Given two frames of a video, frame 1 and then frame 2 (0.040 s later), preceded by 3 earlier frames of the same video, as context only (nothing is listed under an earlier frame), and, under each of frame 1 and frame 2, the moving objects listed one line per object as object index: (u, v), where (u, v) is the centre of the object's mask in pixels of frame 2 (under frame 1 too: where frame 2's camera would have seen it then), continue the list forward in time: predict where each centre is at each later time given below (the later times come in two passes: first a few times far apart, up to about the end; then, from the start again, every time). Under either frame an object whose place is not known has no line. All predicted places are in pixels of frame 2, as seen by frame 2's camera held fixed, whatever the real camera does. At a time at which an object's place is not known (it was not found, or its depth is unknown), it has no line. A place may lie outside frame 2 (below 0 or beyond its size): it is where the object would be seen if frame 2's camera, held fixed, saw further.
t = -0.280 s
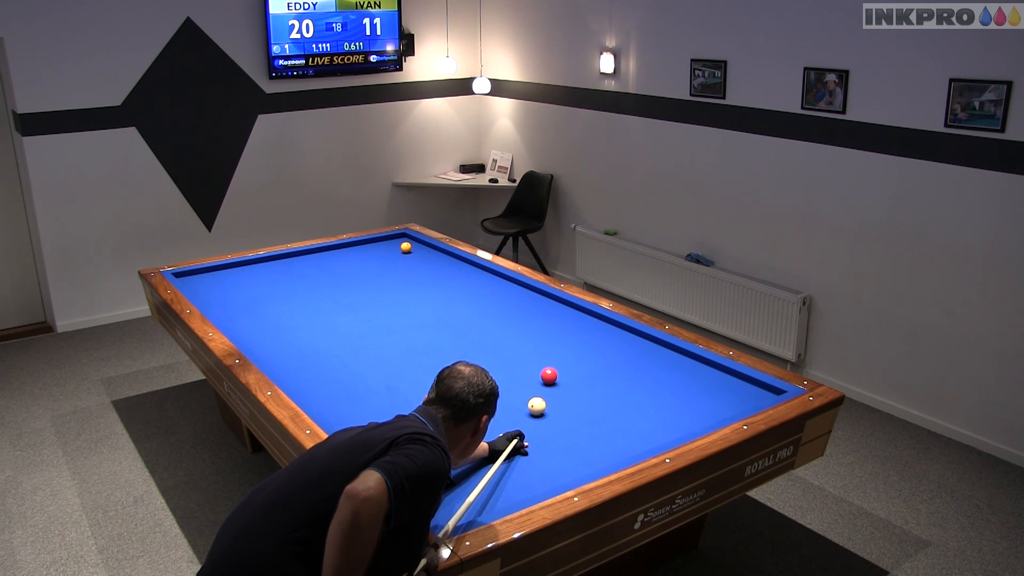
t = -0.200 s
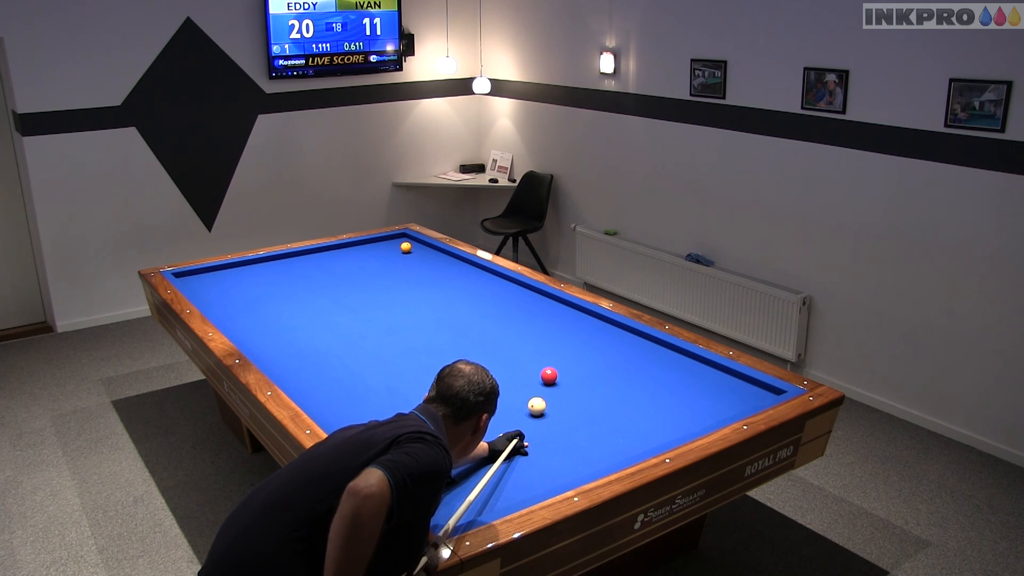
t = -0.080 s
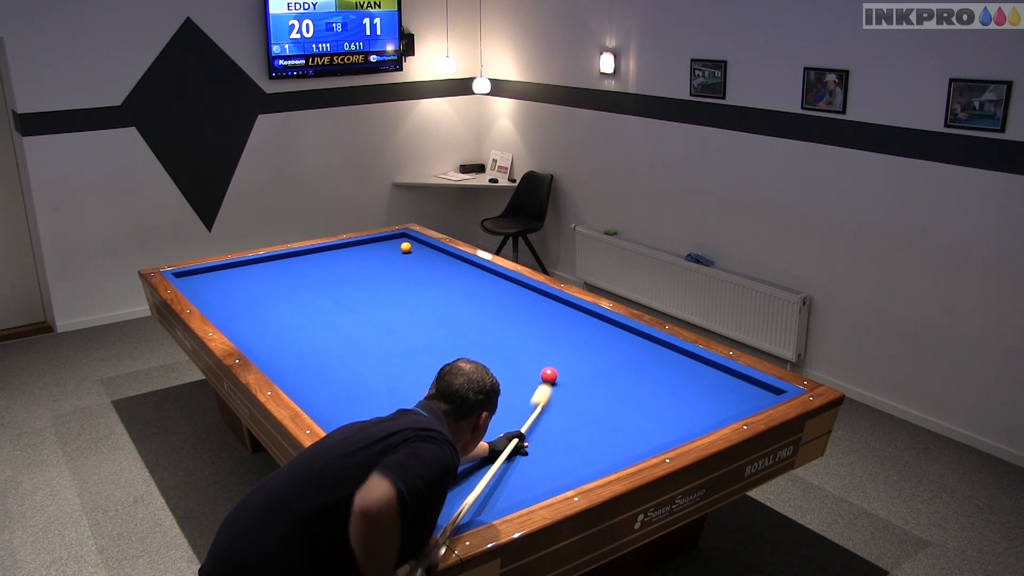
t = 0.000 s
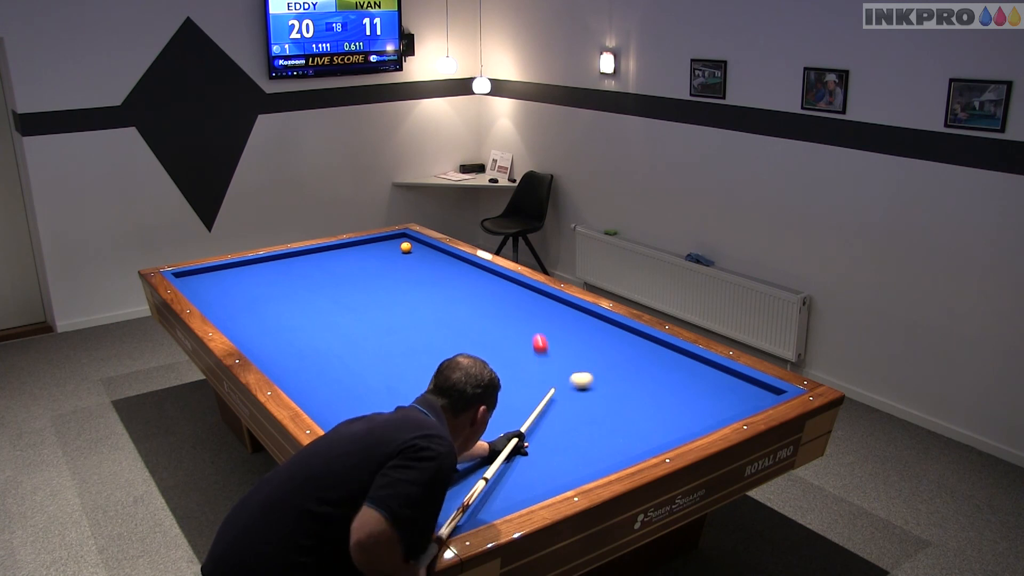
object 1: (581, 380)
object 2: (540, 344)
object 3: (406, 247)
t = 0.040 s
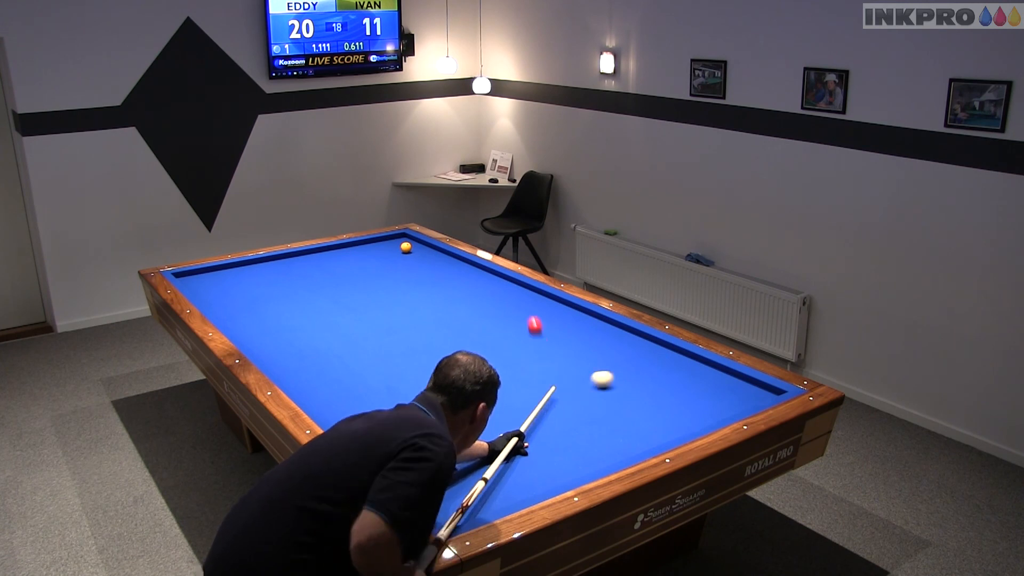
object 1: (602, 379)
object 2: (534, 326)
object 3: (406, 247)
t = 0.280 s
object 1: (710, 374)
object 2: (429, 274)
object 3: (406, 247)
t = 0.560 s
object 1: (738, 403)
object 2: (275, 257)
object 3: (406, 247)
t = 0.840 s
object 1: (651, 403)
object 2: (218, 304)
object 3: (406, 247)
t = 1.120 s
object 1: (572, 403)
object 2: (315, 321)
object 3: (406, 247)
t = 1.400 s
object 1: (494, 404)
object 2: (419, 337)
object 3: (406, 247)
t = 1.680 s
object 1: (416, 404)
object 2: (534, 355)
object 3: (406, 247)
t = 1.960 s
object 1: (342, 402)
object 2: (662, 374)
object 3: (406, 247)
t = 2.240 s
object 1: (328, 385)
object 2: (767, 392)
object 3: (406, 247)
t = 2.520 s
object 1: (337, 363)
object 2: (711, 380)
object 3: (406, 247)
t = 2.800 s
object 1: (346, 343)
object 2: (677, 369)
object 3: (406, 247)
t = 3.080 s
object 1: (354, 326)
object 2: (644, 360)
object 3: (406, 247)
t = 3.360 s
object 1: (361, 311)
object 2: (615, 351)
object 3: (406, 247)
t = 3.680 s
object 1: (367, 295)
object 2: (583, 341)
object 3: (406, 247)
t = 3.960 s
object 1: (373, 283)
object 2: (557, 333)
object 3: (406, 247)
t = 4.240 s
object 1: (378, 273)
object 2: (533, 326)
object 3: (406, 247)
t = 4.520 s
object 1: (382, 263)
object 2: (511, 319)
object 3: (406, 247)
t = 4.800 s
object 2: (490, 313)
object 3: (406, 247)
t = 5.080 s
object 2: (471, 307)
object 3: (406, 247)
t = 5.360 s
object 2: (453, 301)
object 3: (406, 247)
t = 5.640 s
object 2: (436, 296)
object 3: (406, 247)
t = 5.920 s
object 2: (420, 291)
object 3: (406, 247)
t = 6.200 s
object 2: (406, 286)
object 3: (406, 247)
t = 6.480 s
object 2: (392, 282)
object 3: (409, 249)
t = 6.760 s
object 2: (379, 279)
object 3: (412, 251)
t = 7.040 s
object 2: (366, 275)
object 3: (415, 252)
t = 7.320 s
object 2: (355, 271)
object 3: (418, 254)
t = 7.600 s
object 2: (344, 268)
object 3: (420, 256)
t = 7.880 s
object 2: (334, 265)
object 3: (423, 257)
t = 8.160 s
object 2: (325, 262)
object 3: (426, 258)
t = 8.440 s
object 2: (316, 259)
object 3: (428, 260)
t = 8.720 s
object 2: (307, 257)
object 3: (430, 261)
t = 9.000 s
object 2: (300, 255)
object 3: (431, 262)
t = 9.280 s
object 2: (295, 254)
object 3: (433, 262)
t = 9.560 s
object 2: (296, 256)
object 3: (434, 263)
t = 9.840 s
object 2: (296, 257)
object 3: (435, 264)
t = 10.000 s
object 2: (297, 258)
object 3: (435, 264)
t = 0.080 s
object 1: (622, 378)
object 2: (530, 309)
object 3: (406, 247)
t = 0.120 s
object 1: (641, 377)
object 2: (526, 294)
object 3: (406, 247)
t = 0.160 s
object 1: (660, 375)
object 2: (515, 283)
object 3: (406, 247)
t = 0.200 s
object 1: (677, 375)
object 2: (486, 280)
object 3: (406, 247)
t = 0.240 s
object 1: (694, 374)
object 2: (457, 276)
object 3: (406, 247)
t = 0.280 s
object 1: (710, 374)
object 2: (429, 274)
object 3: (406, 247)
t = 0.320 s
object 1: (725, 373)
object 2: (404, 270)
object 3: (406, 247)
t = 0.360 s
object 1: (734, 376)
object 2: (379, 268)
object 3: (406, 247)
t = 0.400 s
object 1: (736, 383)
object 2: (355, 265)
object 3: (406, 247)
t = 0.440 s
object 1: (739, 389)
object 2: (333, 263)
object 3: (406, 247)
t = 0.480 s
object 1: (743, 396)
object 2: (312, 260)
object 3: (406, 247)
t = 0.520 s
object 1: (746, 401)
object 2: (291, 257)
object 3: (406, 247)
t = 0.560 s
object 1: (738, 403)
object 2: (275, 257)
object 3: (406, 247)
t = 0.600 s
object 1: (724, 403)
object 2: (268, 263)
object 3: (406, 247)
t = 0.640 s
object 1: (710, 403)
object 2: (261, 270)
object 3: (406, 247)
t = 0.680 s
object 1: (698, 403)
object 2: (253, 276)
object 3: (406, 247)
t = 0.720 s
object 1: (685, 402)
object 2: (245, 283)
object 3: (406, 247)
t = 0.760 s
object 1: (674, 402)
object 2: (236, 290)
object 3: (406, 247)
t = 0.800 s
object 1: (663, 402)
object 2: (227, 297)
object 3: (406, 247)
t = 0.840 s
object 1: (651, 403)
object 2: (218, 304)
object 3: (406, 247)
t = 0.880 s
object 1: (640, 403)
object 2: (219, 309)
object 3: (406, 247)
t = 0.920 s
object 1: (629, 403)
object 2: (236, 311)
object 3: (406, 247)
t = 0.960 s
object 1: (617, 403)
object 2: (252, 313)
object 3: (406, 247)
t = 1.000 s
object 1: (606, 403)
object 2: (268, 315)
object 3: (406, 247)
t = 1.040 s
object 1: (595, 403)
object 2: (284, 317)
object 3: (406, 247)
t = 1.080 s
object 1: (583, 403)
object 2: (299, 319)
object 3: (406, 247)
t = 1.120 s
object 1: (572, 403)
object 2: (315, 321)
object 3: (406, 247)
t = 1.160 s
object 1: (561, 403)
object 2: (324, 322)
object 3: (406, 247)
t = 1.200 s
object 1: (550, 403)
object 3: (406, 247)
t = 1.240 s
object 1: (538, 403)
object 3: (406, 247)
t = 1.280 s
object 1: (527, 403)
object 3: (406, 247)
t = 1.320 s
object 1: (516, 404)
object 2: (389, 332)
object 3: (406, 247)
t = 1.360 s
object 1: (505, 403)
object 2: (404, 335)
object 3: (406, 247)
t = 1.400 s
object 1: (494, 404)
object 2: (419, 337)
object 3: (406, 247)
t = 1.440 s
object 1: (483, 404)
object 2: (435, 339)
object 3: (406, 247)
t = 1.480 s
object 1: (471, 403)
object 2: (451, 342)
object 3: (406, 247)
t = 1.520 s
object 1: (460, 404)
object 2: (467, 344)
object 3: (406, 247)
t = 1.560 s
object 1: (449, 403)
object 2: (483, 347)
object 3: (406, 247)
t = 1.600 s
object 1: (438, 403)
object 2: (501, 350)
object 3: (406, 247)
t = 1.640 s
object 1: (428, 404)
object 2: (517, 352)
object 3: (406, 247)
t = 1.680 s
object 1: (416, 404)
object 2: (534, 355)
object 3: (406, 247)
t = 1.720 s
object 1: (406, 404)
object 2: (552, 357)
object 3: (406, 247)
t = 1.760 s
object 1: (395, 403)
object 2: (569, 360)
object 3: (406, 247)
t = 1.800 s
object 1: (384, 403)
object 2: (588, 363)
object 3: (406, 247)
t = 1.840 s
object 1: (374, 403)
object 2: (606, 366)
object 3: (406, 247)
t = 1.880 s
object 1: (363, 403)
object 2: (625, 368)
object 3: (406, 247)
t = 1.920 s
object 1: (352, 403)
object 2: (642, 371)
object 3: (406, 247)
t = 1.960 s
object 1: (342, 402)
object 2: (662, 374)
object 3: (406, 247)
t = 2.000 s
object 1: (332, 402)
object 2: (680, 376)
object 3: (406, 247)
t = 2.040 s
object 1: (322, 402)
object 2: (700, 379)
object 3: (406, 247)
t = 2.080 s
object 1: (319, 400)
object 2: (719, 382)
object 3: (406, 247)
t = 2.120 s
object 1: (322, 396)
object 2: (739, 385)
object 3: (406, 247)
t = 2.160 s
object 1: (324, 392)
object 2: (758, 387)
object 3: (406, 247)
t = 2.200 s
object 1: (326, 388)
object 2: (771, 390)
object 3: (406, 247)
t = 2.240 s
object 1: (328, 385)
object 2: (767, 392)
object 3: (406, 247)
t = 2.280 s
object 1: (329, 382)
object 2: (757, 391)
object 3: (406, 247)
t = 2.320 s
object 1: (330, 378)
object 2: (748, 389)
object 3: (406, 247)
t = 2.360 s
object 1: (332, 375)
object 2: (738, 387)
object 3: (406, 247)
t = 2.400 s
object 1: (333, 372)
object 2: (731, 385)
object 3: (406, 247)
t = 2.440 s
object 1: (335, 369)
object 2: (723, 383)
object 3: (406, 247)
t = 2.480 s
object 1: (336, 366)
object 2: (717, 381)
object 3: (406, 247)
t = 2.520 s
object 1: (337, 363)
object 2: (711, 380)
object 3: (406, 247)
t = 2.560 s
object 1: (339, 360)
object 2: (707, 378)
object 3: (406, 247)
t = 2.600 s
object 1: (340, 357)
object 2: (701, 377)
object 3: (406, 247)
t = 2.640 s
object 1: (341, 354)
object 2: (696, 375)
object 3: (406, 247)
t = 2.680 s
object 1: (342, 352)
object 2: (691, 374)
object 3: (406, 247)
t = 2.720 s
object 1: (344, 349)
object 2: (686, 372)
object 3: (406, 247)
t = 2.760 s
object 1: (345, 346)
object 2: (681, 371)
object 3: (406, 247)
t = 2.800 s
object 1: (346, 343)
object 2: (677, 369)
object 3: (406, 247)
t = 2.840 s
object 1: (347, 340)
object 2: (672, 368)
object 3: (406, 247)
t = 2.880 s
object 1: (348, 338)
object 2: (667, 367)
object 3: (406, 247)
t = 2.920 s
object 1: (349, 336)
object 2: (663, 365)
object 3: (406, 247)
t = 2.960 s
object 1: (351, 333)
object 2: (658, 364)
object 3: (406, 247)
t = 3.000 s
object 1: (352, 331)
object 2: (653, 362)
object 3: (406, 247)
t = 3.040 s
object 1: (353, 328)
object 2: (649, 361)
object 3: (406, 247)
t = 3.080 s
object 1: (354, 326)
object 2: (644, 360)
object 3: (406, 247)
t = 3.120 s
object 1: (355, 324)
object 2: (640, 358)
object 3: (406, 247)
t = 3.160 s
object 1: (356, 322)
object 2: (636, 357)
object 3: (406, 247)
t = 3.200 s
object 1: (357, 320)
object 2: (631, 356)
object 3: (406, 247)
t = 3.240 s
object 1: (358, 317)
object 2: (627, 354)
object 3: (406, 247)
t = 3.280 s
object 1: (359, 315)
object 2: (623, 353)
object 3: (406, 247)
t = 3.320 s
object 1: (360, 313)
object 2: (619, 352)
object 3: (406, 247)
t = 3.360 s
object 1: (361, 311)
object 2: (615, 351)
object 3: (406, 247)
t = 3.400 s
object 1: (361, 309)
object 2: (611, 350)
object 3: (406, 247)
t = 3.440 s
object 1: (362, 307)
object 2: (607, 348)
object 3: (406, 247)
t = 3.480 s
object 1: (363, 305)
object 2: (602, 347)
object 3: (406, 247)
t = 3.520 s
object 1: (364, 303)
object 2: (598, 346)
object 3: (406, 247)
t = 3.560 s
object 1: (365, 301)
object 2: (594, 345)
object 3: (406, 247)
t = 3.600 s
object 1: (366, 299)
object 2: (591, 343)
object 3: (406, 247)
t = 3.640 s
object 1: (367, 297)
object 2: (587, 342)
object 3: (406, 247)
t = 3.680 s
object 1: (367, 295)
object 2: (583, 341)
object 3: (406, 247)
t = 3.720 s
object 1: (368, 294)
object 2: (579, 340)
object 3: (406, 247)
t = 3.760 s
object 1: (369, 292)
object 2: (576, 339)
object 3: (406, 247)
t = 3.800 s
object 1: (370, 290)
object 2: (572, 337)
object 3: (406, 247)
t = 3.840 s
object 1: (371, 288)
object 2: (568, 336)
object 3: (406, 247)
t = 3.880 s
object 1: (371, 287)
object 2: (564, 335)
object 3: (406, 247)
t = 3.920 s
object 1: (372, 285)
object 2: (561, 334)
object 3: (406, 247)
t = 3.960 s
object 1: (373, 283)
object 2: (557, 333)
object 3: (406, 247)
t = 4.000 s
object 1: (374, 282)
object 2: (554, 332)
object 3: (406, 247)
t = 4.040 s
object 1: (374, 280)
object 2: (550, 331)
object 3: (406, 247)
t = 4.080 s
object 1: (375, 278)
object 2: (547, 330)
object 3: (406, 247)
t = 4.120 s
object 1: (376, 277)
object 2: (543, 329)
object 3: (406, 247)
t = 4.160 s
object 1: (376, 276)
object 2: (540, 328)
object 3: (406, 247)
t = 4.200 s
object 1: (377, 274)
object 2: (537, 327)
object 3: (406, 247)
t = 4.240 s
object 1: (378, 273)
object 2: (533, 326)
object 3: (406, 247)
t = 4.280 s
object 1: (378, 271)
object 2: (530, 325)
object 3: (406, 247)
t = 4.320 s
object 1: (379, 270)
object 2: (527, 324)
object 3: (406, 247)
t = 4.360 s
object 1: (380, 268)
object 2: (524, 323)
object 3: (406, 247)
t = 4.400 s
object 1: (380, 267)
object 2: (520, 322)
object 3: (406, 247)
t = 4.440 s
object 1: (381, 265)
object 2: (517, 321)
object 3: (406, 247)
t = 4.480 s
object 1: (382, 264)
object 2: (514, 320)
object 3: (406, 247)
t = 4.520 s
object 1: (382, 263)
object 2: (511, 319)
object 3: (406, 247)
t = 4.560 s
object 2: (508, 318)
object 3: (406, 247)
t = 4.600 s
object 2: (505, 317)
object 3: (406, 247)
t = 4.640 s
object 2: (502, 316)
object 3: (406, 247)
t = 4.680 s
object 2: (499, 315)
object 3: (406, 247)
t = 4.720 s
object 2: (496, 314)
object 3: (406, 247)
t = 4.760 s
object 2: (493, 314)
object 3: (406, 247)
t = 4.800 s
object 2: (490, 313)
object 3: (406, 247)
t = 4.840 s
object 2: (487, 312)
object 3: (406, 247)
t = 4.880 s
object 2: (484, 311)
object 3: (406, 247)
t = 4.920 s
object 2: (482, 310)
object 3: (406, 247)
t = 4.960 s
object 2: (479, 309)
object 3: (406, 247)
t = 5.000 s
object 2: (476, 308)
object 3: (406, 247)
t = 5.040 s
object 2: (473, 308)
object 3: (406, 247)
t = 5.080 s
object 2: (471, 307)
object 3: (406, 247)
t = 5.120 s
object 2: (468, 306)
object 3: (406, 247)
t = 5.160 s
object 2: (466, 305)
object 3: (406, 247)
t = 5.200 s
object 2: (463, 304)
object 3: (406, 247)
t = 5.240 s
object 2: (460, 304)
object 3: (406, 247)
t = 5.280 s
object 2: (458, 303)
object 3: (406, 247)
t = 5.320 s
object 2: (455, 302)
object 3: (406, 247)
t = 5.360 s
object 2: (453, 301)
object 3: (406, 247)
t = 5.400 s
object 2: (450, 301)
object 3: (406, 247)
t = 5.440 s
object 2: (448, 300)
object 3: (406, 247)
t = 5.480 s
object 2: (445, 299)
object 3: (406, 247)
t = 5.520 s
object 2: (443, 298)
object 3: (406, 247)
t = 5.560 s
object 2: (441, 297)
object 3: (406, 247)
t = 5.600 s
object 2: (438, 297)
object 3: (406, 247)
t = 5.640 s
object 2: (436, 296)
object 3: (406, 247)
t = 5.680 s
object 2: (434, 295)
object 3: (406, 247)
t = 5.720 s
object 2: (431, 295)
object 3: (406, 247)
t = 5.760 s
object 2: (429, 294)
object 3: (406, 247)
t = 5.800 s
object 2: (427, 293)
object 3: (406, 247)
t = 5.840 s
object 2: (425, 293)
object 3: (406, 247)
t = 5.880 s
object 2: (422, 292)
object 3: (406, 247)
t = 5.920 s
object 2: (420, 291)
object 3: (406, 247)
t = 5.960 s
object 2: (418, 291)
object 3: (406, 247)
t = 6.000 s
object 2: (416, 290)
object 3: (406, 247)
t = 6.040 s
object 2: (414, 289)
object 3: (406, 247)
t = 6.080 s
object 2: (412, 289)
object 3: (406, 247)
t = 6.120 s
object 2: (410, 288)
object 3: (406, 247)
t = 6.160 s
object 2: (407, 287)
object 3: (406, 247)
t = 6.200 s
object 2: (406, 286)
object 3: (406, 247)
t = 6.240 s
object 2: (403, 286)
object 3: (406, 247)
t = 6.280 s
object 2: (401, 286)
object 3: (407, 248)
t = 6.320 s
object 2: (399, 285)
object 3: (407, 248)
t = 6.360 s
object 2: (397, 284)
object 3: (408, 248)
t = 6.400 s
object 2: (395, 284)
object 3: (408, 248)
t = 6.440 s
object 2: (394, 283)
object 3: (408, 248)
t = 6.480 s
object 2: (392, 282)
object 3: (409, 249)
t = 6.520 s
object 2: (390, 282)
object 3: (409, 249)
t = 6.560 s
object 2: (388, 281)
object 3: (410, 249)
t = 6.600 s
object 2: (386, 281)
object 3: (410, 249)
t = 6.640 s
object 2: (384, 280)
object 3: (411, 250)
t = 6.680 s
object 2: (382, 280)
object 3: (411, 250)
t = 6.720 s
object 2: (381, 279)
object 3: (412, 250)
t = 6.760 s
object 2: (379, 279)
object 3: (412, 251)
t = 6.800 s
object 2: (377, 278)
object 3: (413, 251)
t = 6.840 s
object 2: (375, 278)
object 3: (413, 251)
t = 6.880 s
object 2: (373, 277)
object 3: (413, 251)
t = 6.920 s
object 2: (371, 276)
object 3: (414, 252)
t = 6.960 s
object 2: (370, 276)
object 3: (414, 252)
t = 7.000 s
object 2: (368, 275)
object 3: (415, 252)
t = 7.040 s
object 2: (366, 275)
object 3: (415, 252)
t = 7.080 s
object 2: (365, 274)
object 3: (415, 253)
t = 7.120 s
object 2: (363, 274)
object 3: (416, 253)
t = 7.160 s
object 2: (362, 273)
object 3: (416, 253)
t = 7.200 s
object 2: (360, 273)
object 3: (417, 253)
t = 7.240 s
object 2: (358, 272)
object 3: (417, 254)
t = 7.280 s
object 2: (357, 272)
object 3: (417, 254)
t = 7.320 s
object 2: (355, 271)
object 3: (418, 254)
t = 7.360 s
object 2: (353, 271)
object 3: (418, 254)
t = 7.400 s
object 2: (352, 270)
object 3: (419, 254)
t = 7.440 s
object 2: (350, 270)
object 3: (419, 255)
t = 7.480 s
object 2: (349, 269)
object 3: (420, 255)
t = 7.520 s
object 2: (347, 269)
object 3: (420, 255)
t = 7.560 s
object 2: (346, 269)
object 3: (420, 255)
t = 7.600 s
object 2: (344, 268)
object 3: (420, 256)
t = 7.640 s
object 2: (343, 268)
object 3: (421, 256)
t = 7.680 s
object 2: (341, 267)
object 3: (421, 256)
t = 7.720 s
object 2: (340, 267)
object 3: (422, 256)
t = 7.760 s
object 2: (338, 266)
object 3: (422, 256)
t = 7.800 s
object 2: (337, 266)
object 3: (422, 257)
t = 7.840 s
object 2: (335, 265)
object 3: (423, 257)
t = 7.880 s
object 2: (334, 265)
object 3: (423, 257)
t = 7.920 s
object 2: (333, 265)
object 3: (424, 257)
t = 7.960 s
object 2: (331, 264)
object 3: (424, 257)
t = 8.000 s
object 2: (330, 264)
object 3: (424, 257)
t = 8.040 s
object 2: (329, 264)
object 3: (425, 258)
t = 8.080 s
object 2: (327, 263)
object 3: (425, 258)
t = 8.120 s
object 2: (326, 263)
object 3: (425, 258)
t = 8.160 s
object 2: (325, 262)
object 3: (426, 258)
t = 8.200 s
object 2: (323, 262)
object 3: (426, 259)
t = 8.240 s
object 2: (322, 261)
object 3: (426, 259)
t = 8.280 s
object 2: (321, 261)
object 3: (427, 259)
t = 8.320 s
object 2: (319, 261)
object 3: (427, 259)
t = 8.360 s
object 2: (318, 260)
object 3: (427, 259)
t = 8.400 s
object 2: (317, 260)
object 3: (428, 259)
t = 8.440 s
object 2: (316, 259)
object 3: (428, 260)
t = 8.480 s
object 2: (314, 259)
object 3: (428, 260)
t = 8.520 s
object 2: (313, 259)
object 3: (428, 260)
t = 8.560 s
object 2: (312, 258)
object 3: (429, 260)
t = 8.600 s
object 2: (311, 258)
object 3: (429, 260)
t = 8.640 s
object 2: (310, 258)
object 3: (429, 260)
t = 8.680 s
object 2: (308, 257)
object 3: (429, 260)
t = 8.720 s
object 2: (307, 257)
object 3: (430, 261)
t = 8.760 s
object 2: (306, 257)
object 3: (430, 261)
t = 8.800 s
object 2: (305, 256)
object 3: (430, 261)
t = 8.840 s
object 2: (304, 256)
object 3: (430, 261)
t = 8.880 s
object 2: (303, 256)
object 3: (431, 261)
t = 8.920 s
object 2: (302, 255)
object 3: (431, 261)
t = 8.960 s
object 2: (301, 255)
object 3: (431, 262)
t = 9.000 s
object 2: (300, 255)
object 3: (431, 262)
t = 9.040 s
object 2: (299, 254)
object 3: (431, 262)
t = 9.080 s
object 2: (298, 254)
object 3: (432, 262)
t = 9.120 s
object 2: (296, 254)
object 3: (432, 262)
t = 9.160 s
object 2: (295, 254)
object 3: (432, 262)
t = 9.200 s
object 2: (295, 254)
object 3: (432, 262)
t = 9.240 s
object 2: (295, 254)
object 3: (432, 262)
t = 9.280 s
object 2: (295, 254)
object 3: (433, 262)
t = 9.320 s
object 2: (295, 254)
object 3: (433, 262)
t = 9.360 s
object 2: (295, 254)
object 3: (433, 263)
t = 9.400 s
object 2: (296, 255)
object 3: (433, 263)
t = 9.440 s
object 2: (296, 255)
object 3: (433, 263)
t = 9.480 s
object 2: (296, 255)
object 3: (433, 263)
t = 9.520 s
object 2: (296, 255)
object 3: (433, 263)
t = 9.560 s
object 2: (296, 256)
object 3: (434, 263)
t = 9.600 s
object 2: (296, 256)
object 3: (434, 263)
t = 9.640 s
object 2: (296, 256)
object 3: (434, 263)
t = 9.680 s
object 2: (296, 257)
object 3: (434, 263)
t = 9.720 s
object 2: (296, 257)
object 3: (434, 263)
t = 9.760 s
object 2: (296, 257)
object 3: (434, 264)
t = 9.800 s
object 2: (296, 257)
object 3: (434, 264)
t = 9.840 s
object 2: (296, 257)
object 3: (435, 264)
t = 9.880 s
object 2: (297, 257)
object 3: (435, 264)
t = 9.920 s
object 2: (297, 258)
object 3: (435, 264)
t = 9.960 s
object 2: (297, 258)
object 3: (435, 264)
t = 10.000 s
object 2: (297, 258)
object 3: (435, 264)
